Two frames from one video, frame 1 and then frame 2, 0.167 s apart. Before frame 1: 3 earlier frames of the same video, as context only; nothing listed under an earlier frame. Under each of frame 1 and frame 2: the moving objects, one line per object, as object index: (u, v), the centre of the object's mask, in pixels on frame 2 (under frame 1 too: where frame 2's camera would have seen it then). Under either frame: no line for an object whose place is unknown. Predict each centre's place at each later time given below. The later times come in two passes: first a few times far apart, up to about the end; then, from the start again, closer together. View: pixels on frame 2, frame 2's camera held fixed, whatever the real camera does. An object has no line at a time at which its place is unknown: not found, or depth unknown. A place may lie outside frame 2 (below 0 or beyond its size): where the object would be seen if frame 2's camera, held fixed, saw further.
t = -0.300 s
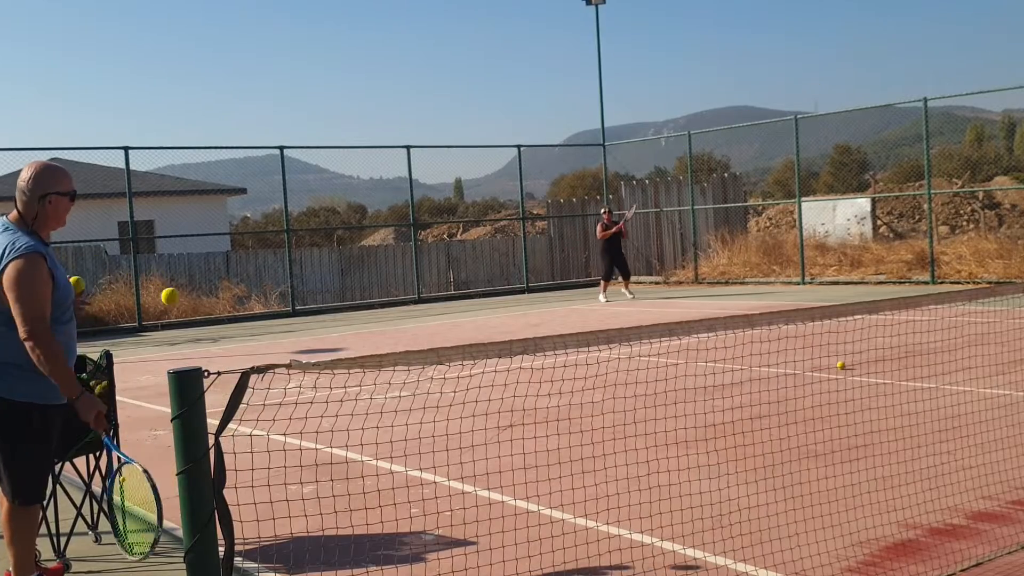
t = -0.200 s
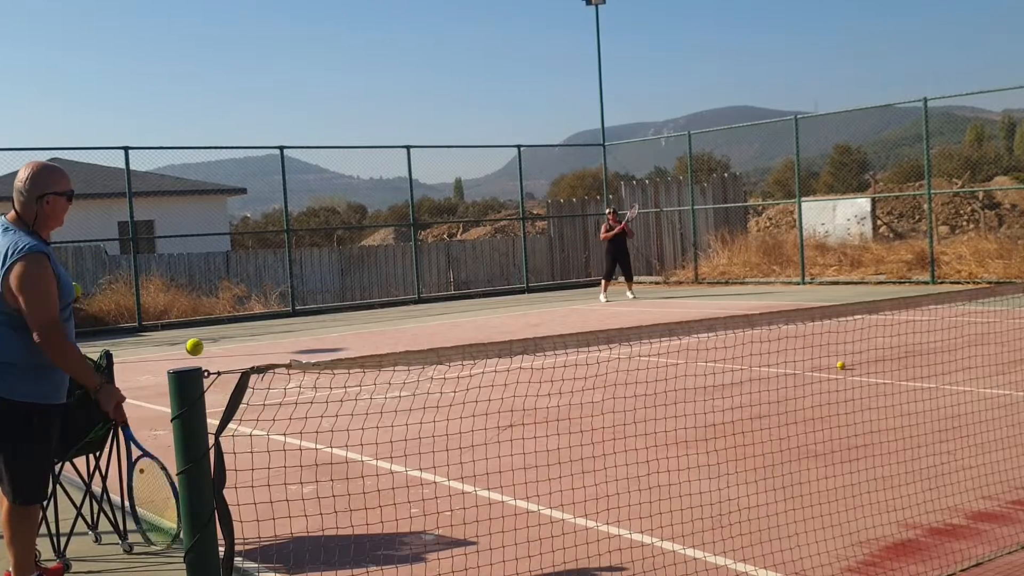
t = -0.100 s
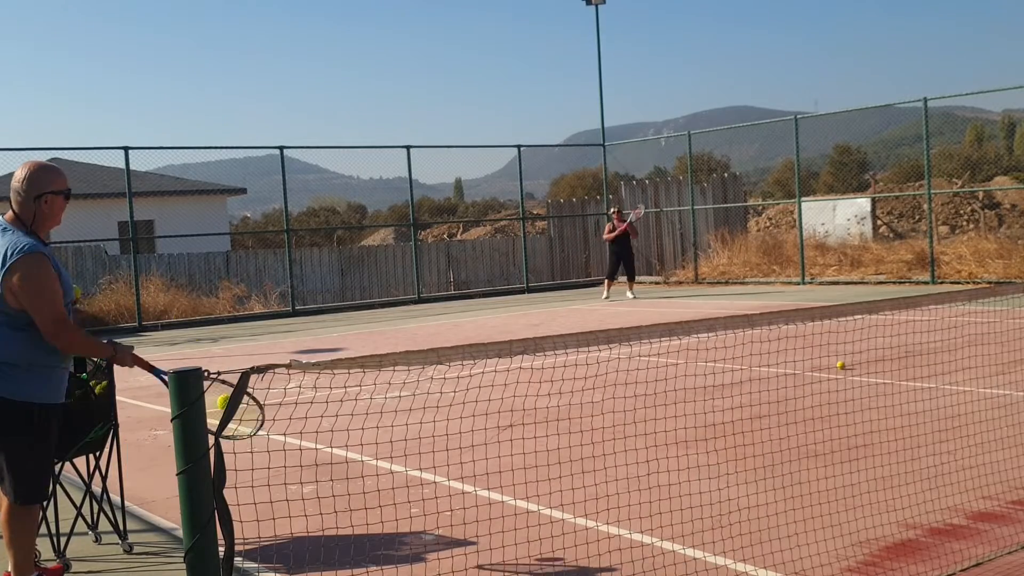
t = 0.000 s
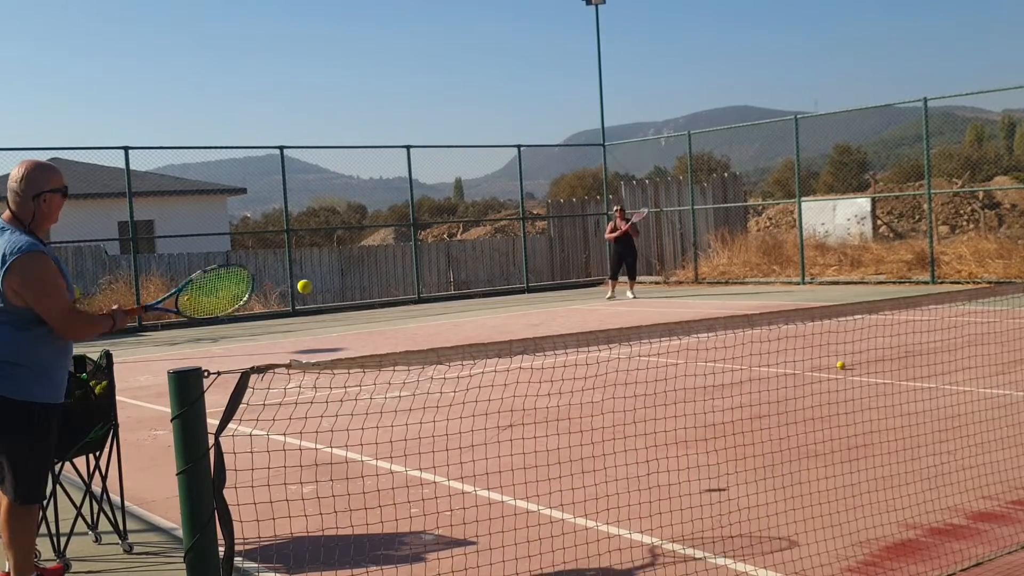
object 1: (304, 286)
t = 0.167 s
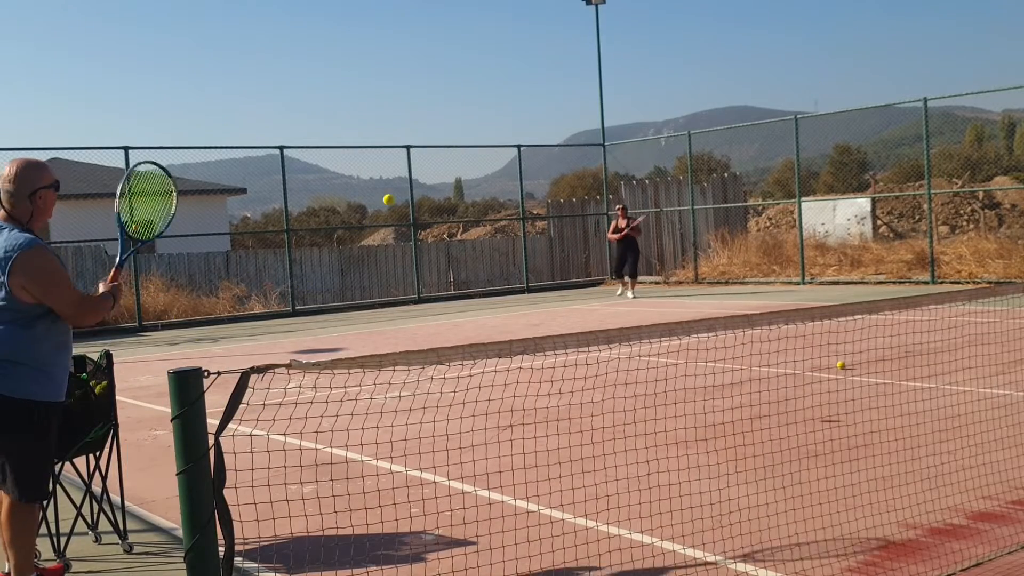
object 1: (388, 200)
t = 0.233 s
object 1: (412, 187)
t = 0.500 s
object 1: (480, 200)
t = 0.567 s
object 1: (491, 214)
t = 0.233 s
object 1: (412, 187)
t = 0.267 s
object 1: (422, 183)
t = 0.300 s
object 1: (433, 182)
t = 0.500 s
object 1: (480, 200)
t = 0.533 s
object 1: (485, 207)
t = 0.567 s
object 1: (491, 214)
